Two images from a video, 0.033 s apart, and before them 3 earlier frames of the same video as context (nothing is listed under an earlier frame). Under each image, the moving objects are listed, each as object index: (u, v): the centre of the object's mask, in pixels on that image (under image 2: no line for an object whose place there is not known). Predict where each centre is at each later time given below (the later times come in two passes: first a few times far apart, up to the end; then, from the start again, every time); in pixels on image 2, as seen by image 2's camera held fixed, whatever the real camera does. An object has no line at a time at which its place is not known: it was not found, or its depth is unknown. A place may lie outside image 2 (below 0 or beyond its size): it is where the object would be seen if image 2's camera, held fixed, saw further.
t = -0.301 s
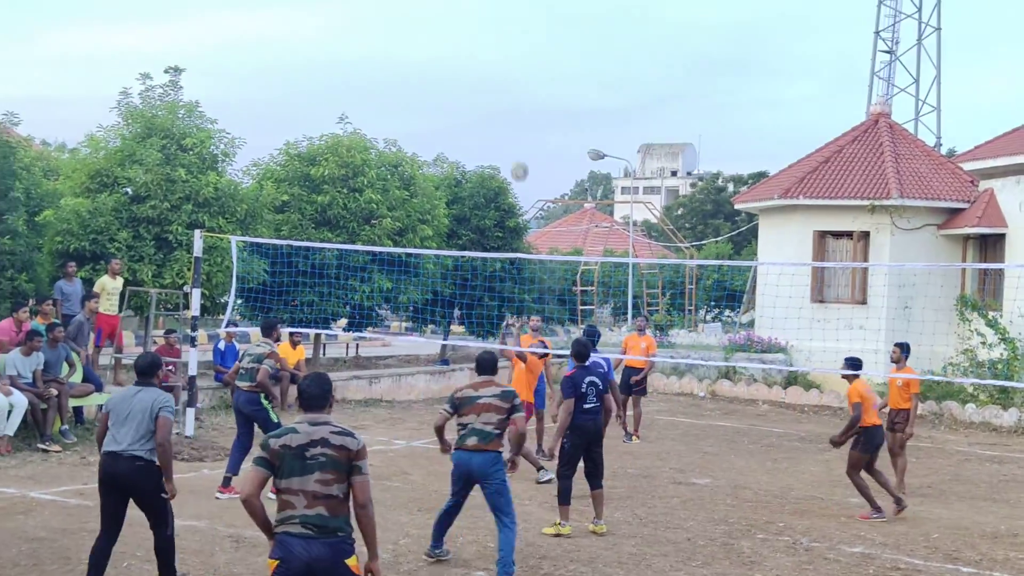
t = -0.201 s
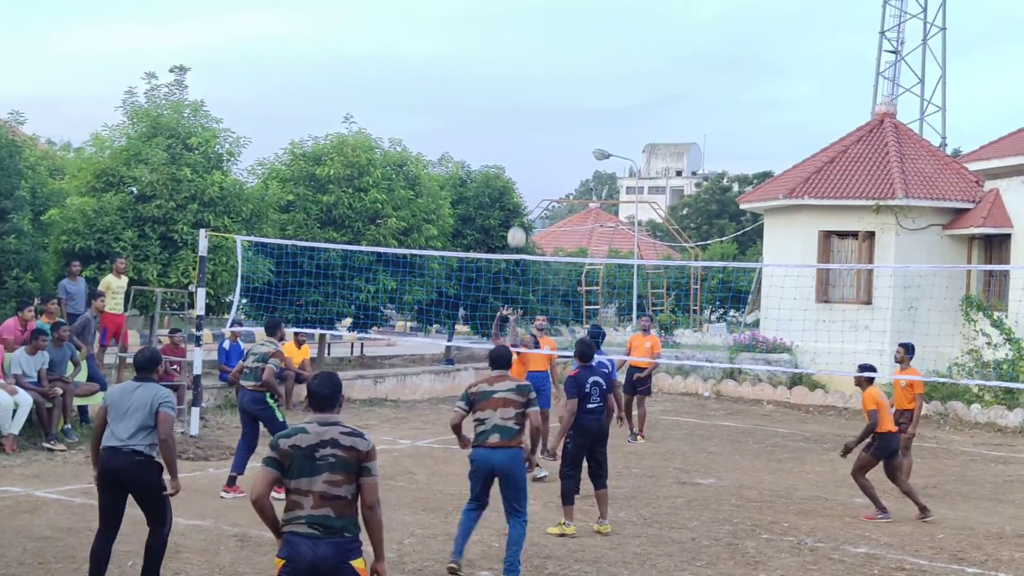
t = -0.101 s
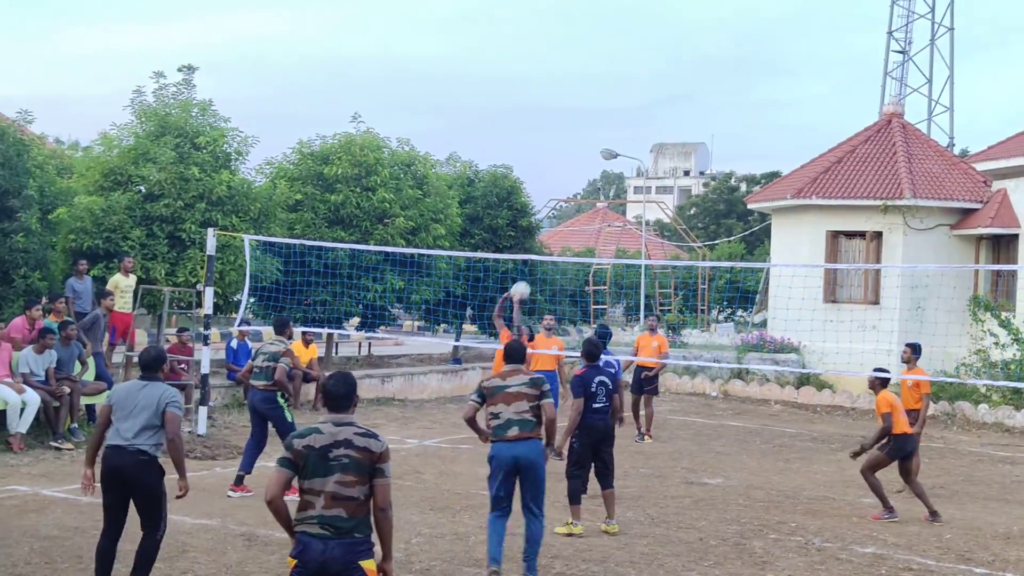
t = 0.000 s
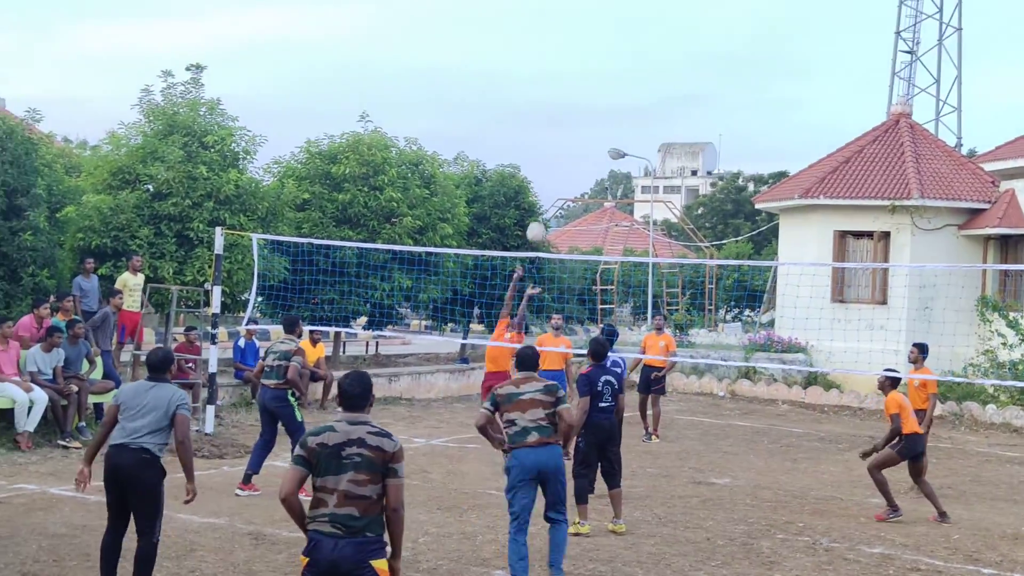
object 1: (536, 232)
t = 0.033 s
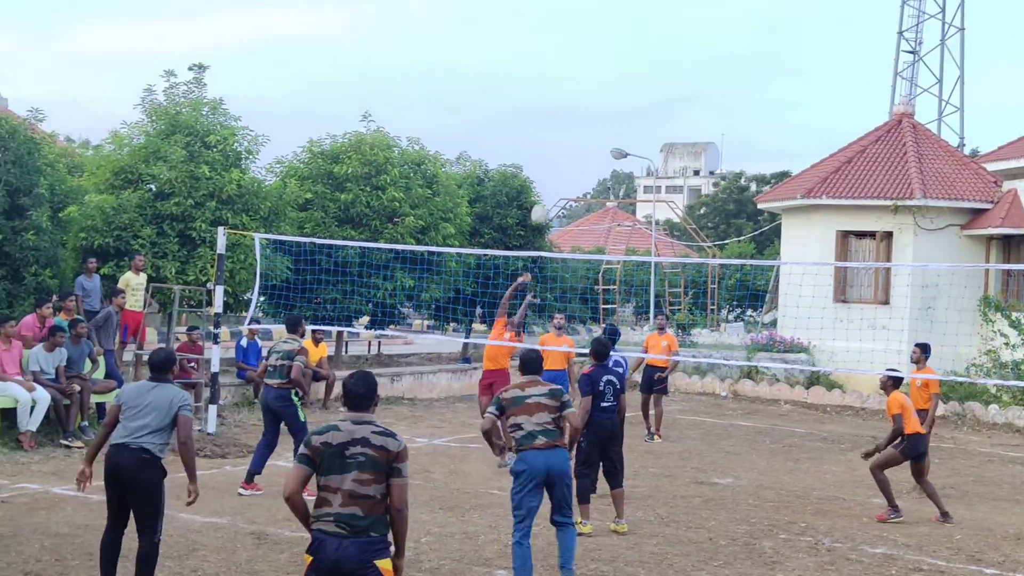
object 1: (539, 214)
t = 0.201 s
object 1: (551, 135)
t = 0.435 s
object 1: (564, 62)
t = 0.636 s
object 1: (572, 38)
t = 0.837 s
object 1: (577, 51)
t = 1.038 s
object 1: (578, 104)
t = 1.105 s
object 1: (578, 130)
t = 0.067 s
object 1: (543, 196)
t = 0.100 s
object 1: (545, 180)
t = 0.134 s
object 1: (547, 164)
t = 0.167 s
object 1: (549, 149)
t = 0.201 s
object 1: (551, 135)
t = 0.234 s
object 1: (553, 122)
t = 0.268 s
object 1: (555, 109)
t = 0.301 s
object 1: (557, 97)
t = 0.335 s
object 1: (559, 87)
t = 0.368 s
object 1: (561, 78)
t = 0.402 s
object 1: (563, 69)
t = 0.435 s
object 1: (564, 62)
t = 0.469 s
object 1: (566, 55)
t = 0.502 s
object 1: (567, 50)
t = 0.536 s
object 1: (568, 45)
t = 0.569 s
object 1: (569, 42)
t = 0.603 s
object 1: (570, 40)
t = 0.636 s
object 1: (572, 38)
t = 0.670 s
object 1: (572, 38)
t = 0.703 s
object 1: (574, 38)
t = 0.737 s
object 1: (574, 40)
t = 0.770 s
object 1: (575, 43)
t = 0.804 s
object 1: (576, 47)
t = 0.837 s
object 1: (577, 51)
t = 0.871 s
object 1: (577, 57)
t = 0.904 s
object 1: (578, 65)
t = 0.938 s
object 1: (578, 73)
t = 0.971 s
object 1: (578, 82)
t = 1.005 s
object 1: (578, 93)
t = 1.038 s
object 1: (578, 104)
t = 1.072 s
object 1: (578, 117)
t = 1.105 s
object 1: (578, 130)
